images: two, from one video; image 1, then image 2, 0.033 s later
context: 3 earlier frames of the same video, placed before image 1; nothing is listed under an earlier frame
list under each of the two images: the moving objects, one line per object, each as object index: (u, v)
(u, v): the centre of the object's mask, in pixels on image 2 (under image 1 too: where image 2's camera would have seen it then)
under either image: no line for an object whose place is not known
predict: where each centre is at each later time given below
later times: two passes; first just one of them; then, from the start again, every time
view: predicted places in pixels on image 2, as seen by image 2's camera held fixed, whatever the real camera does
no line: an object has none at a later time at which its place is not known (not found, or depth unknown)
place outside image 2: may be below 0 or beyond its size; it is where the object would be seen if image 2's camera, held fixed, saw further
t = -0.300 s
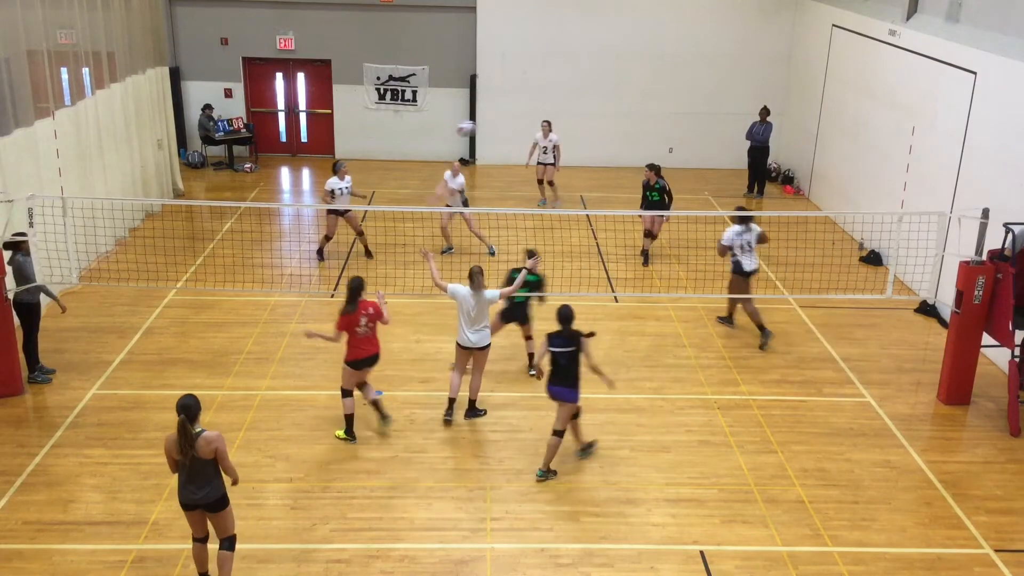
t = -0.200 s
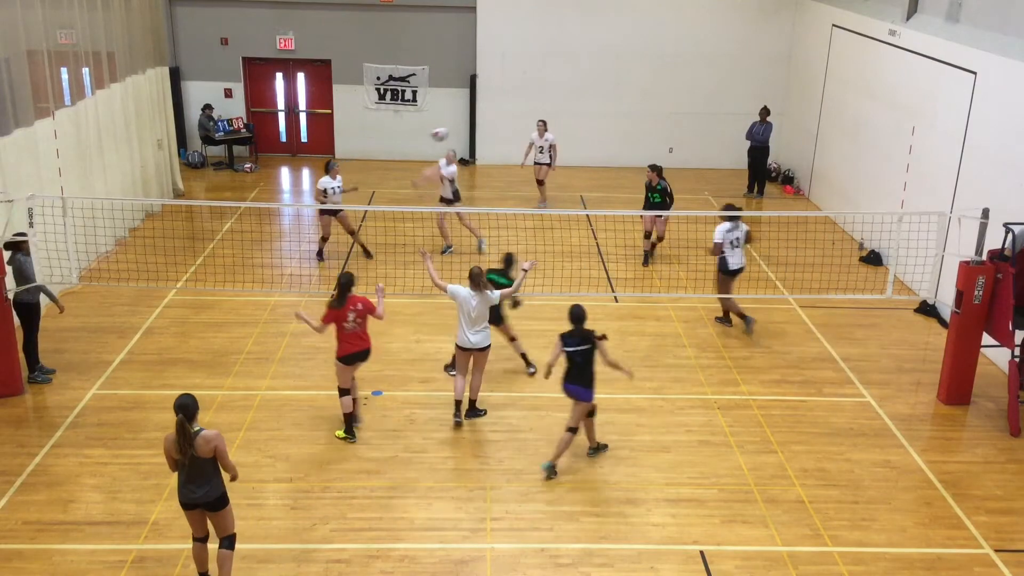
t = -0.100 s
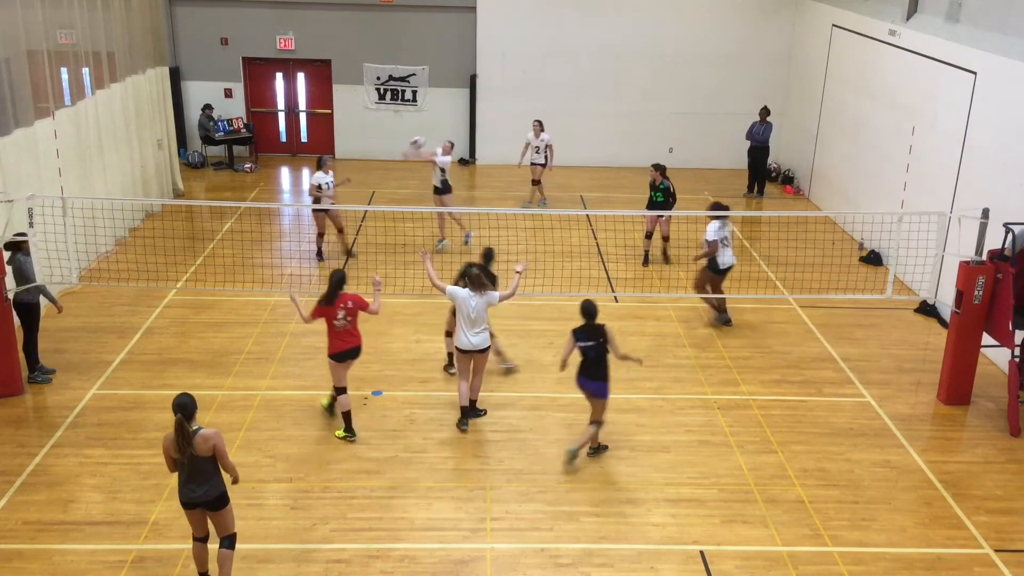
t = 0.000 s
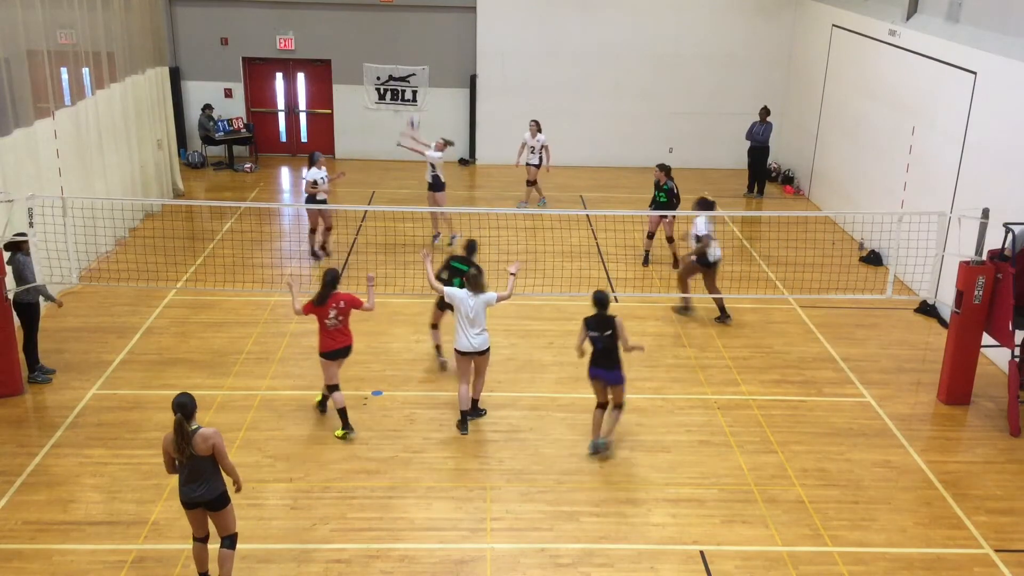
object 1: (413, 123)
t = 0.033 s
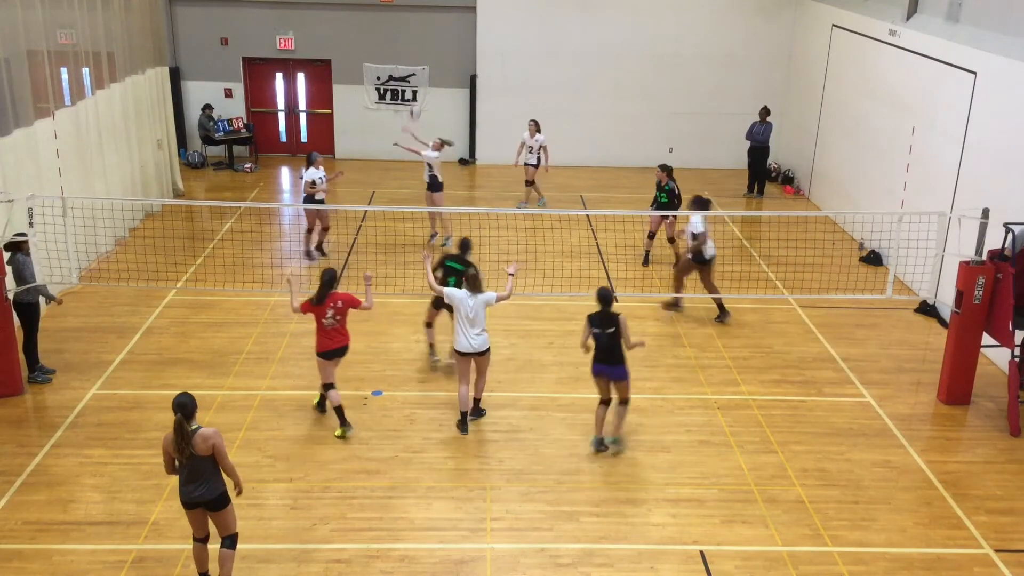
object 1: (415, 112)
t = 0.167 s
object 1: (420, 74)
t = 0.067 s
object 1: (416, 102)
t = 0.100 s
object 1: (416, 93)
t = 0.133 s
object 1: (419, 83)
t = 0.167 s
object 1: (420, 74)
